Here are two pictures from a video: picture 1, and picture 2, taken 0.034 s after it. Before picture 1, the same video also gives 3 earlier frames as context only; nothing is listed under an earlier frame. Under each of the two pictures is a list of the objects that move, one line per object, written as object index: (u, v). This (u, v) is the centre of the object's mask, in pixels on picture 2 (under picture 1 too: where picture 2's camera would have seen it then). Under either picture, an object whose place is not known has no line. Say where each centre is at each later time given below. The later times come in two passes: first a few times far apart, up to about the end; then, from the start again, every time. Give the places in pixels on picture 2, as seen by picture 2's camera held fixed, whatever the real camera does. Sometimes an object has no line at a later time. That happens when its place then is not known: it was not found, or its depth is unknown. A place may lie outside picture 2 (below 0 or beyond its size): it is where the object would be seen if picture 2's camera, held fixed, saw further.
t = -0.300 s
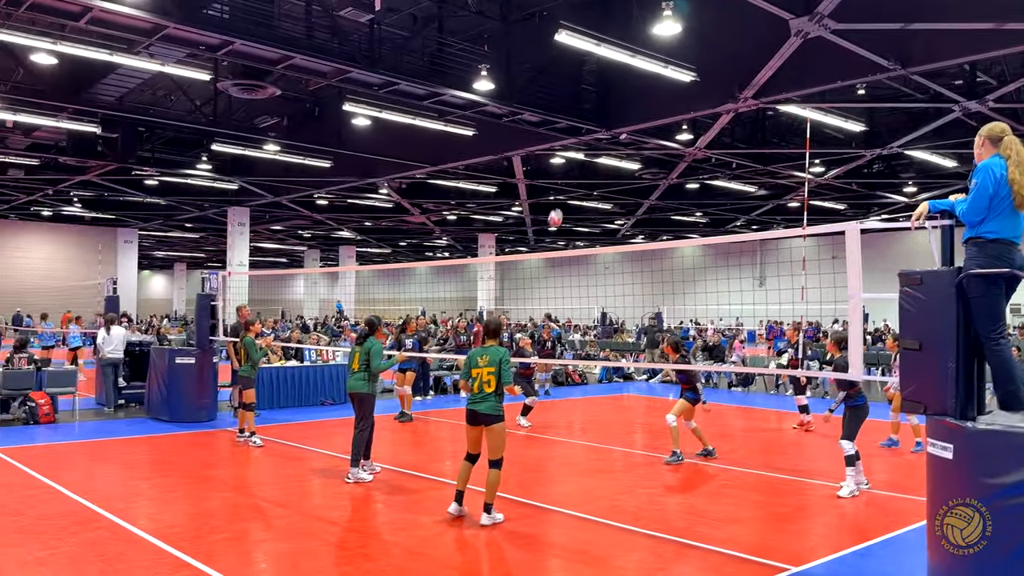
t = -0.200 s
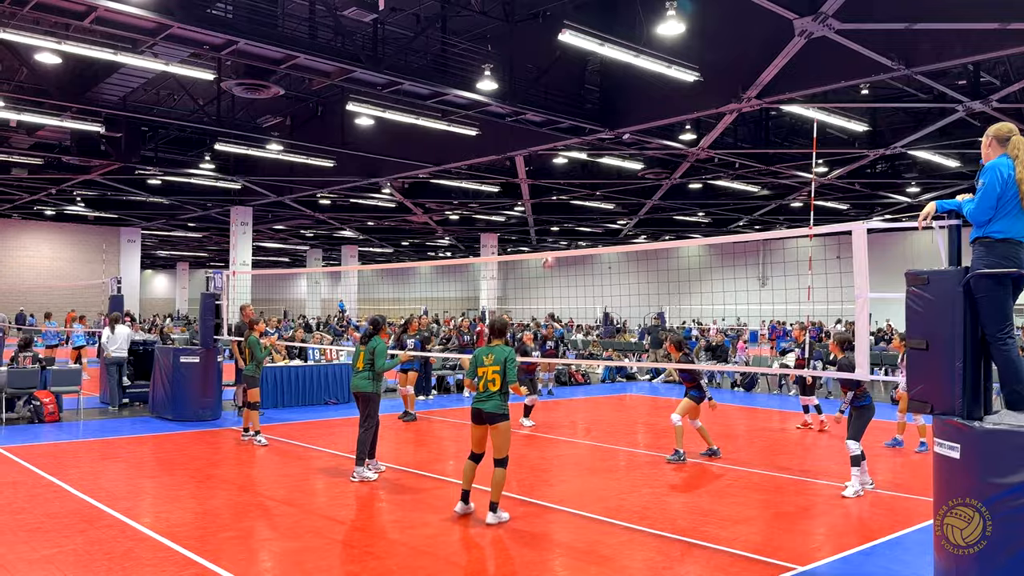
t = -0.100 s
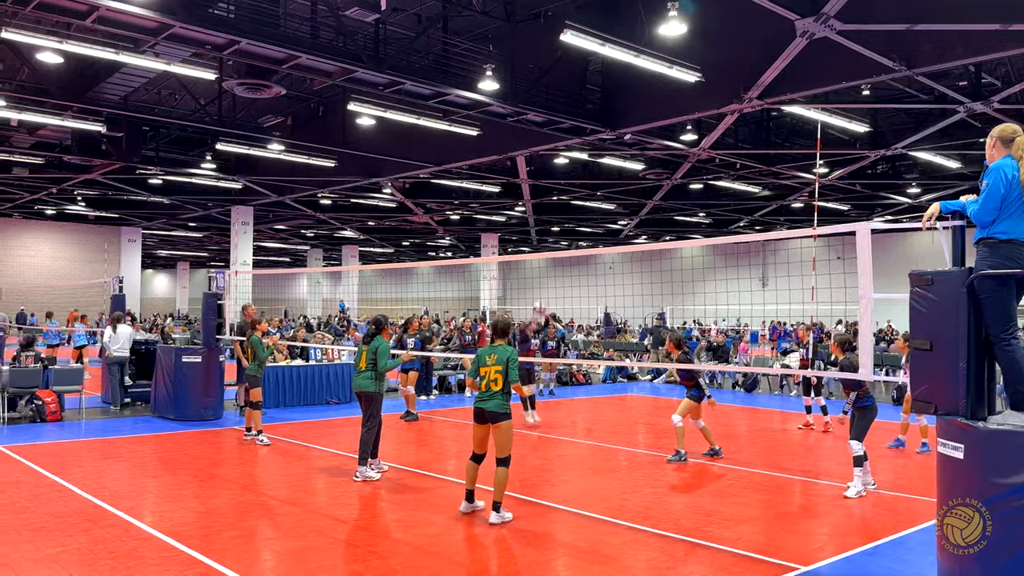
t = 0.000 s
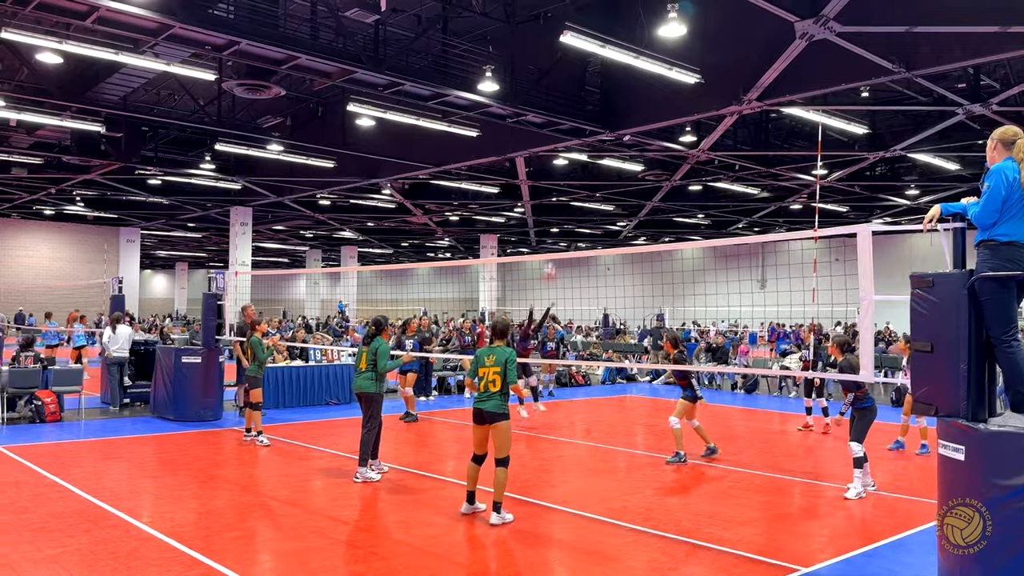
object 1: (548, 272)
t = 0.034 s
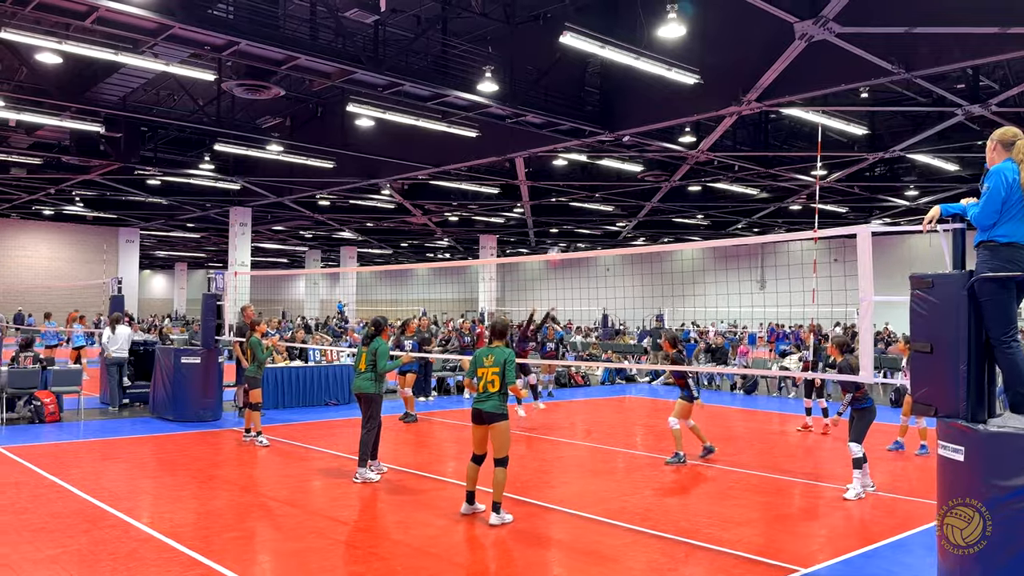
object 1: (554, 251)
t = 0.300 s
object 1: (596, 151)
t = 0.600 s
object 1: (647, 81)
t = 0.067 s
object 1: (559, 243)
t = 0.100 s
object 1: (564, 228)
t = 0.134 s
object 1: (569, 213)
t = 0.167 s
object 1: (574, 199)
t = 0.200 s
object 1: (580, 186)
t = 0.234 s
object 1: (585, 174)
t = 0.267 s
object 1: (590, 162)
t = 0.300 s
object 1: (596, 151)
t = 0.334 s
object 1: (601, 140)
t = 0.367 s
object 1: (607, 131)
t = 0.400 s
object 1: (612, 121)
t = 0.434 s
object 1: (617, 113)
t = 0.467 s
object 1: (623, 105)
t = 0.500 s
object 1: (629, 98)
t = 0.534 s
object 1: (635, 91)
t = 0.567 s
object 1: (641, 86)
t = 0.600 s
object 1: (647, 81)
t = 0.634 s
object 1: (653, 78)
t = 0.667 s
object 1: (659, 74)
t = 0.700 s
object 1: (666, 71)
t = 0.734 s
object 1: (673, 69)
